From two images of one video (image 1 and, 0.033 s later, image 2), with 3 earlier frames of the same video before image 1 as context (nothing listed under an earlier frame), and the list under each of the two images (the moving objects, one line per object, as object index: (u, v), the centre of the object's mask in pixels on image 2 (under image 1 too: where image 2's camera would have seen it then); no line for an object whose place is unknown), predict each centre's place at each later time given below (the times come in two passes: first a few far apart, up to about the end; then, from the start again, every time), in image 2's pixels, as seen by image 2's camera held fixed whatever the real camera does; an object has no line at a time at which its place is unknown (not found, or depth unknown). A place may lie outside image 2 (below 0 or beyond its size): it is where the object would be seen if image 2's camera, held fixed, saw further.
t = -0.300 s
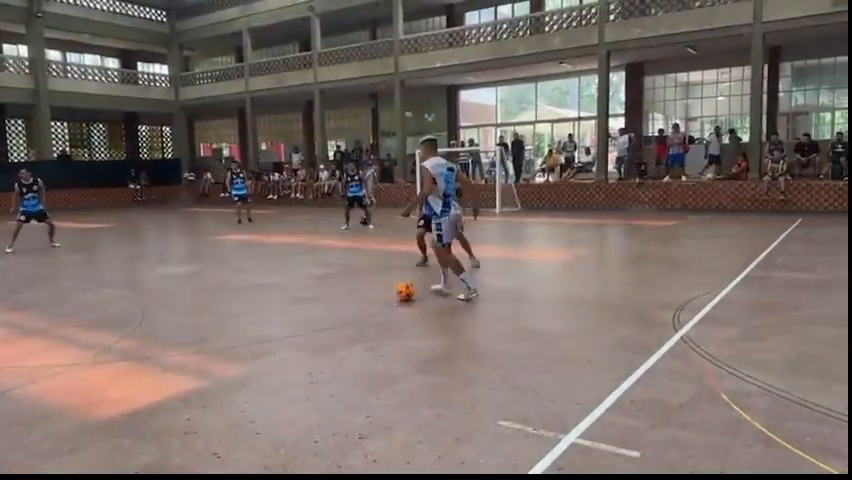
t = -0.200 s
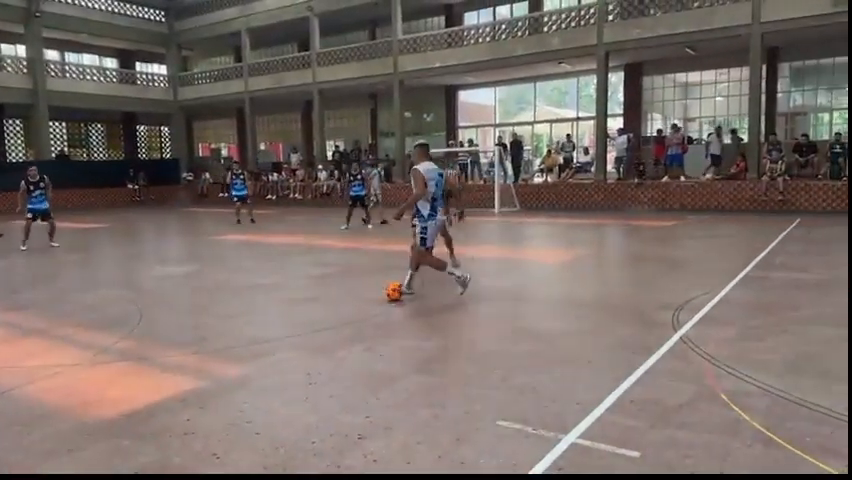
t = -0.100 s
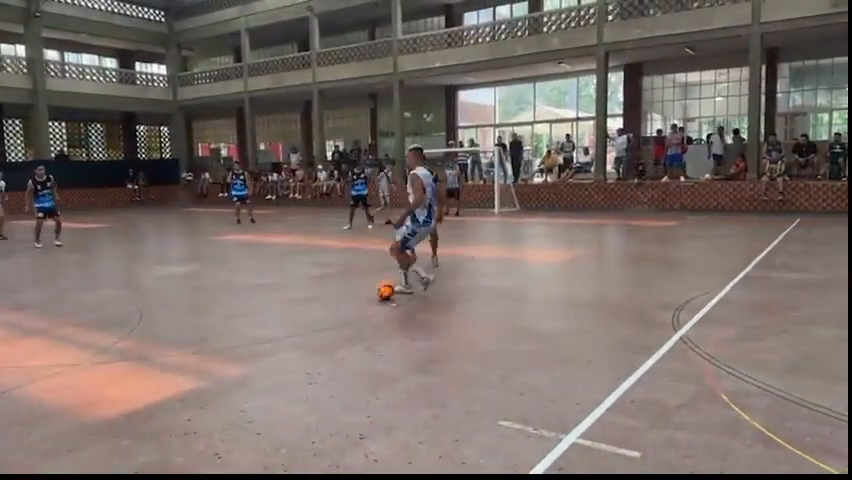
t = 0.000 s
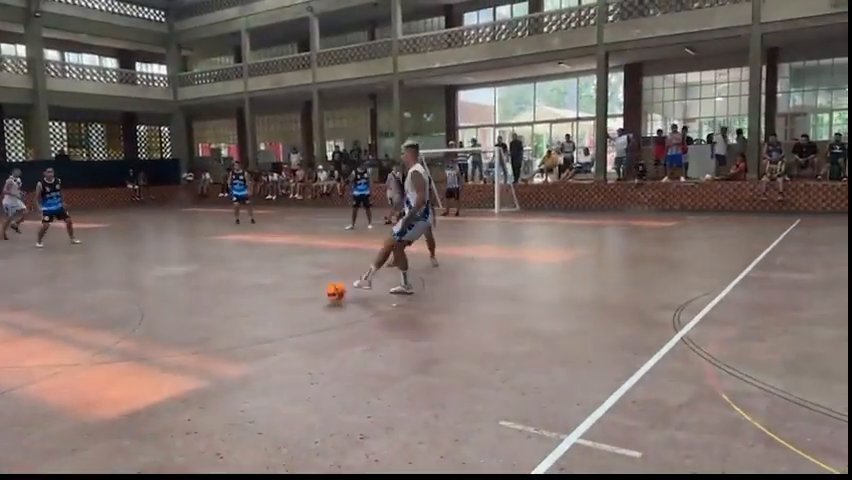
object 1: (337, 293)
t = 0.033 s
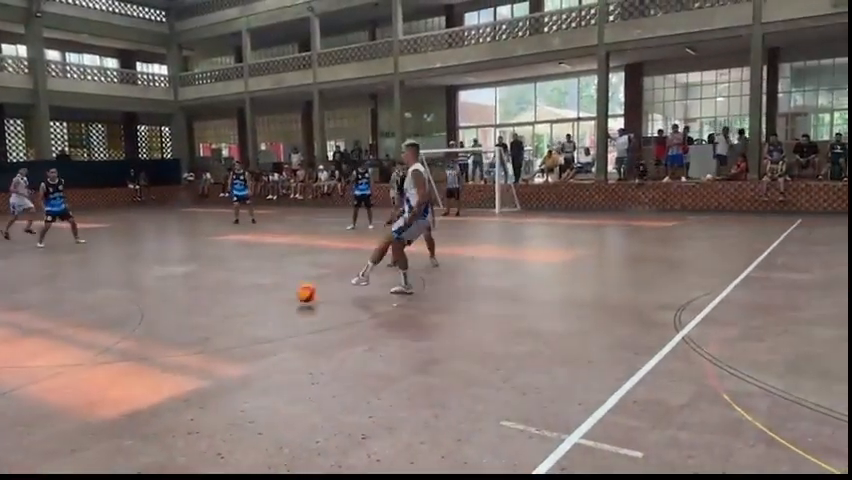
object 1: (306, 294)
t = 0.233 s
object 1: (118, 312)
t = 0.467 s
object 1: (-92, 327)
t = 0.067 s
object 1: (275, 296)
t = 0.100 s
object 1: (244, 302)
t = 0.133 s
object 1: (212, 305)
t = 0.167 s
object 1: (182, 306)
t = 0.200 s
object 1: (150, 309)
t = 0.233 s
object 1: (118, 312)
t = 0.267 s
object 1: (87, 314)
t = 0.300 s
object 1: (56, 316)
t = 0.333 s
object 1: (26, 319)
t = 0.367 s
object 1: (-3, 319)
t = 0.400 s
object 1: (-33, 322)
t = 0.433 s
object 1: (-61, 326)
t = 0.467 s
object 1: (-92, 327)
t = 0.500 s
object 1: (-120, 329)
